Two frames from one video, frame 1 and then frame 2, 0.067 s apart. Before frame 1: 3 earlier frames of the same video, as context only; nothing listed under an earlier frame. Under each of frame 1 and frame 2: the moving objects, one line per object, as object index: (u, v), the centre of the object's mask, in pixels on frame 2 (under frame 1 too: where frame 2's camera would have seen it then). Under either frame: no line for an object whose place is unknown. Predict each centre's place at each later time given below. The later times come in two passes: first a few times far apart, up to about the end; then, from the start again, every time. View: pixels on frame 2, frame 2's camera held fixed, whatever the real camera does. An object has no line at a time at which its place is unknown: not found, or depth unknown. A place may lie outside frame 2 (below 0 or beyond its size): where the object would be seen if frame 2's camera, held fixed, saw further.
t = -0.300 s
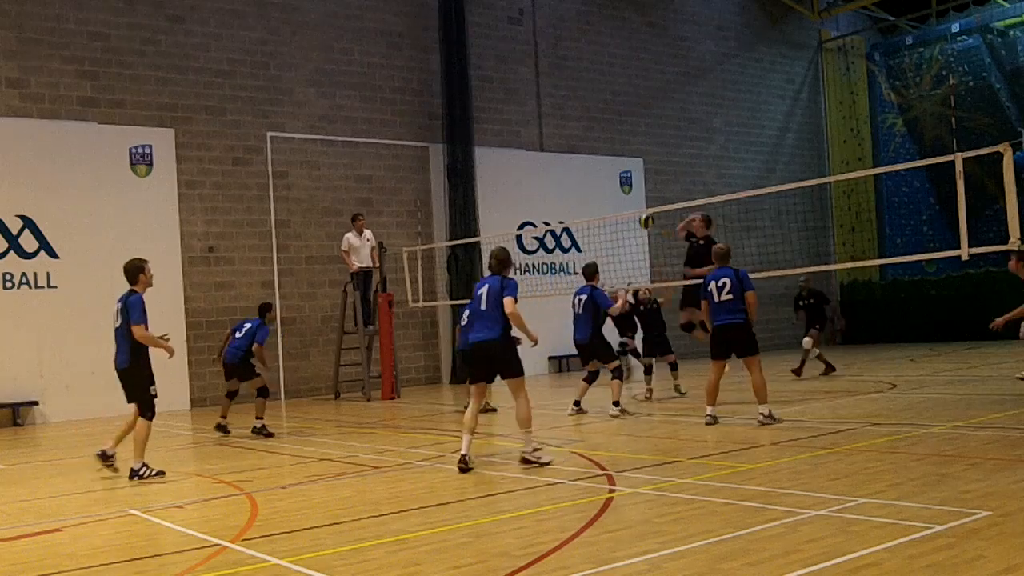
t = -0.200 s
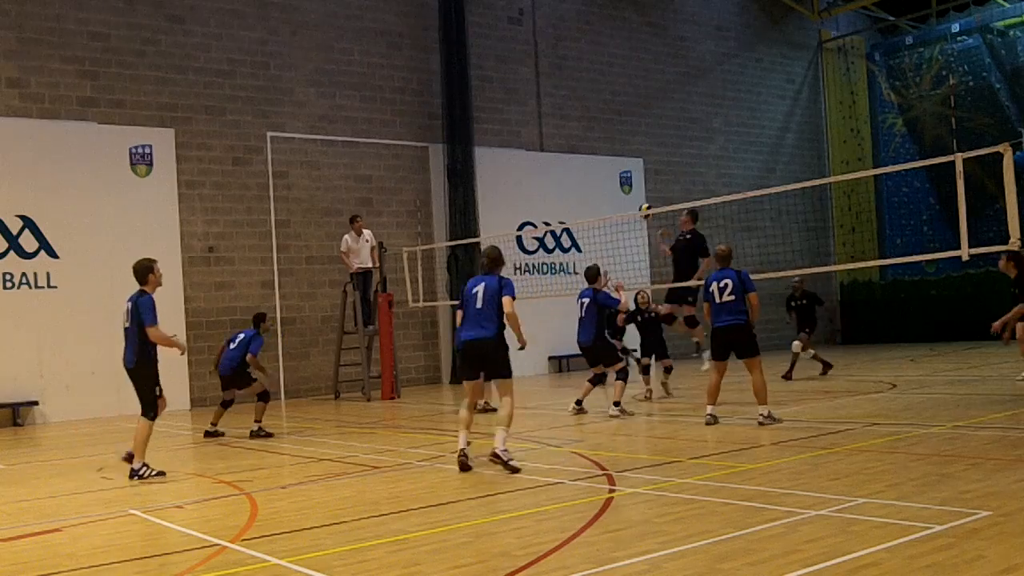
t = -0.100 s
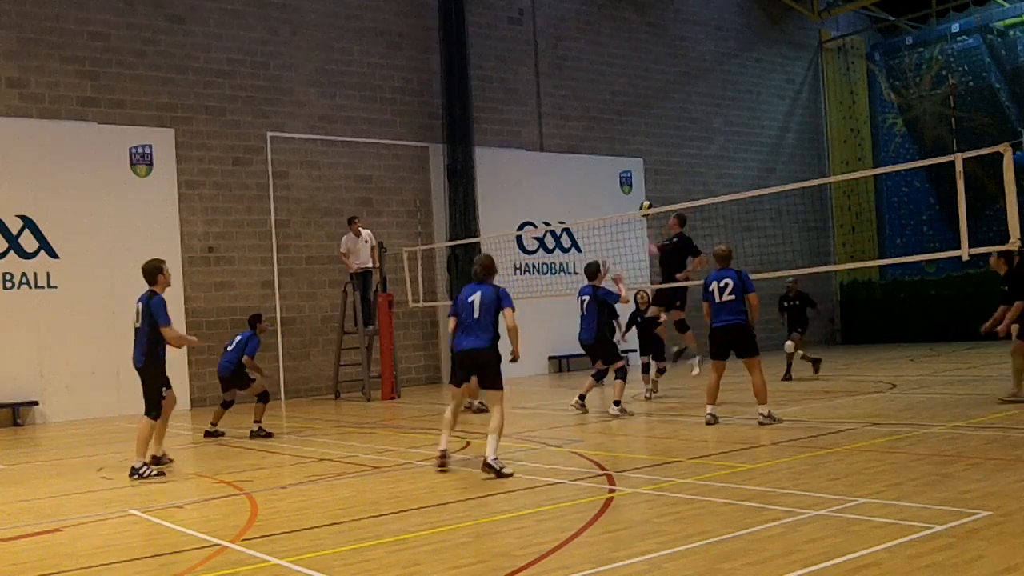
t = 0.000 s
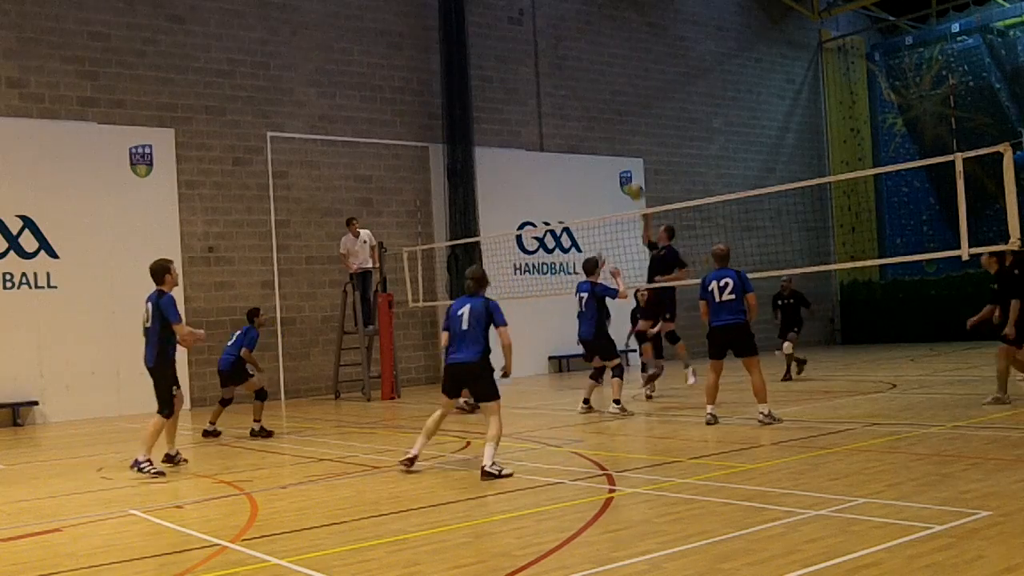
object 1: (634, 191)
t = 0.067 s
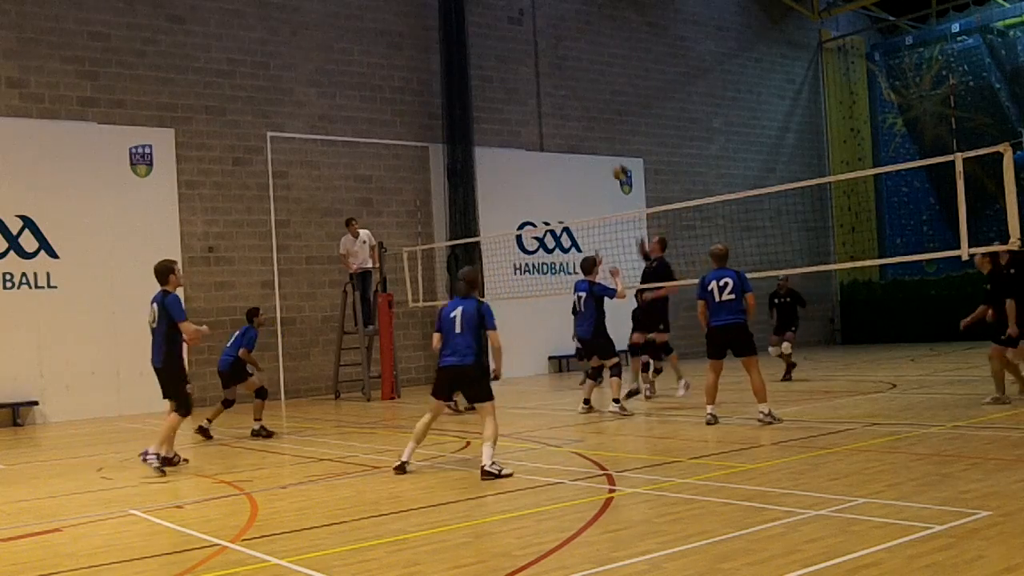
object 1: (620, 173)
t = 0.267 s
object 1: (569, 128)
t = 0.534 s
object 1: (491, 117)
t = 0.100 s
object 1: (612, 163)
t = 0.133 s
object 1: (604, 155)
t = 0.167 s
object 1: (596, 147)
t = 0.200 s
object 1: (587, 141)
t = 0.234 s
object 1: (578, 134)
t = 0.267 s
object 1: (569, 128)
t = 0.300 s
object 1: (560, 123)
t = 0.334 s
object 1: (552, 119)
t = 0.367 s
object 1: (543, 117)
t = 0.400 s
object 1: (534, 114)
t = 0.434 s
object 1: (523, 113)
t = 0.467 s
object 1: (512, 114)
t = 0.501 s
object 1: (501, 115)
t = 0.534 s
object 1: (491, 117)
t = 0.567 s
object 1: (479, 119)
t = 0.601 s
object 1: (469, 125)
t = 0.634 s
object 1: (456, 130)
